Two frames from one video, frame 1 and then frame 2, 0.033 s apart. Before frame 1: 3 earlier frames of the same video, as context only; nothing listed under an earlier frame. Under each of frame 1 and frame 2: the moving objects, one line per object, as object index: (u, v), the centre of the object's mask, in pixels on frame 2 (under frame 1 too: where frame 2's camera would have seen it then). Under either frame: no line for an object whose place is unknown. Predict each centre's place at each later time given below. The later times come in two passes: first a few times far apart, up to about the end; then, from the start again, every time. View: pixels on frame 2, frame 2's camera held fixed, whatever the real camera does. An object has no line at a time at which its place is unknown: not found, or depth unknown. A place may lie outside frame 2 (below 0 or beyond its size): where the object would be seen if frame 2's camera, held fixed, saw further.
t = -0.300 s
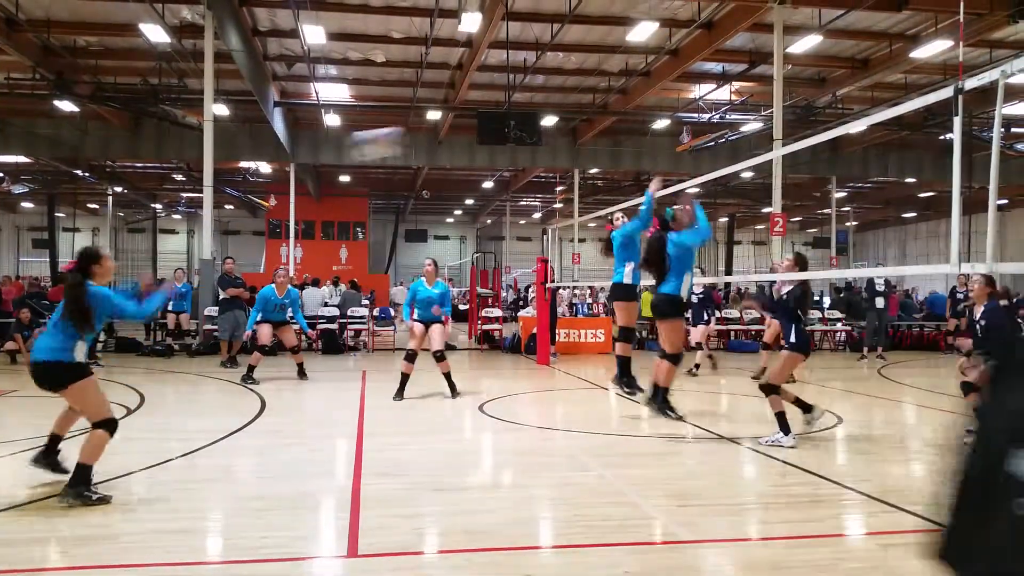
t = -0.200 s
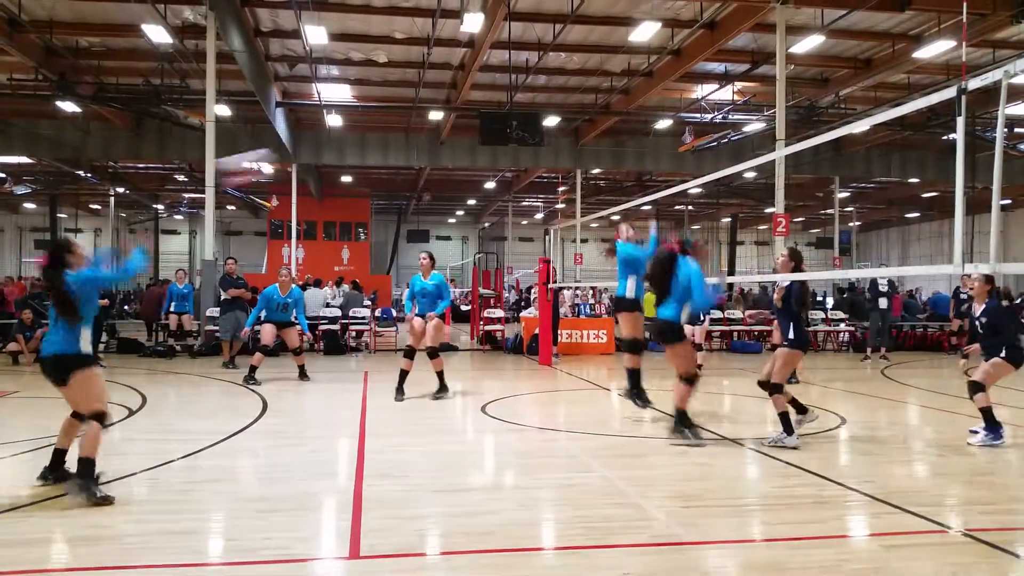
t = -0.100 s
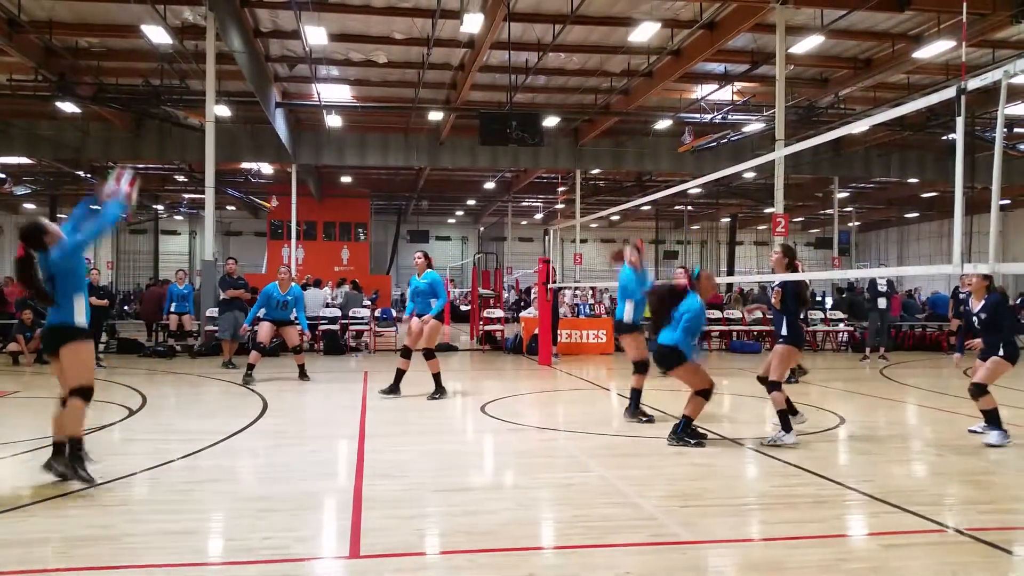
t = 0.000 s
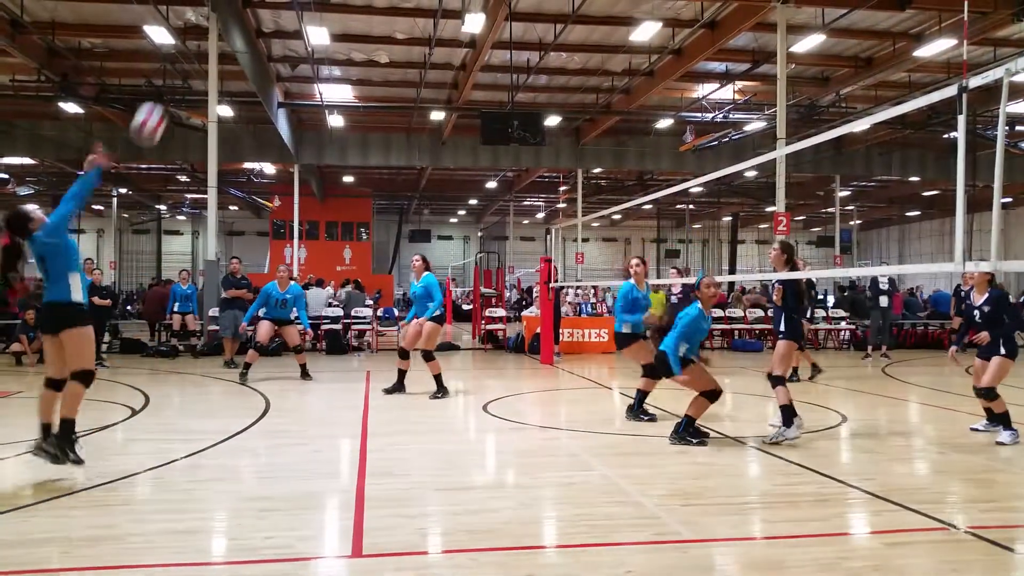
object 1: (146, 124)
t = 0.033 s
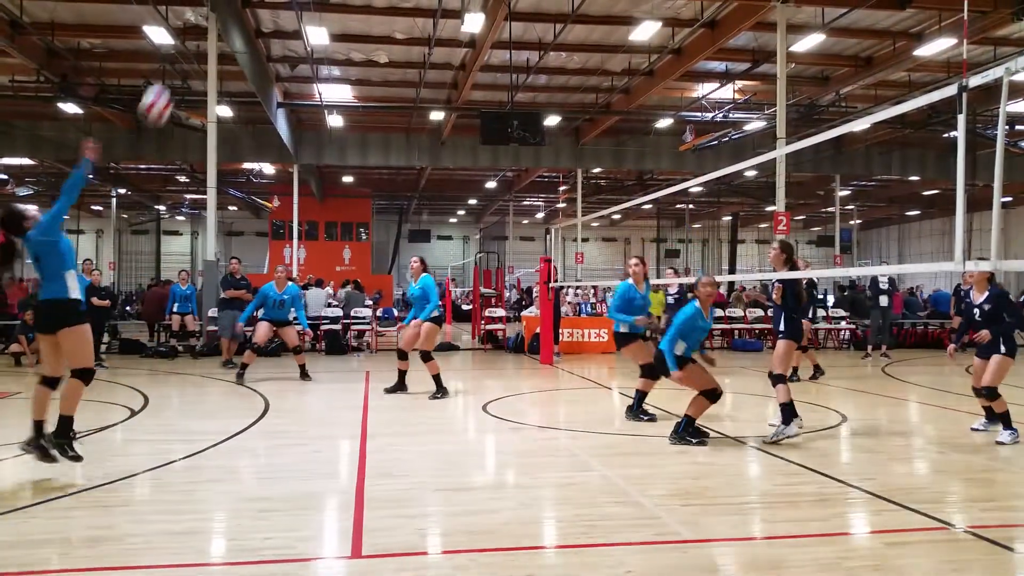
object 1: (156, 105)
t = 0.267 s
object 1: (204, 26)
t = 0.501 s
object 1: (245, 24)
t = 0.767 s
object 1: (282, 87)
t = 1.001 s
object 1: (310, 197)
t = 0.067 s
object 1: (164, 88)
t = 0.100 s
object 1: (172, 74)
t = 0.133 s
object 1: (179, 62)
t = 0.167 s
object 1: (186, 50)
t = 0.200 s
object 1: (192, 41)
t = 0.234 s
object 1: (198, 33)
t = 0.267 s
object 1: (204, 26)
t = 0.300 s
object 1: (211, 22)
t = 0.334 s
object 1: (217, 19)
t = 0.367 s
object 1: (223, 17)
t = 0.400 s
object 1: (229, 17)
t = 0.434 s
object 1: (234, 18)
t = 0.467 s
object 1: (240, 20)
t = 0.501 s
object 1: (245, 24)
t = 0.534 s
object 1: (250, 29)
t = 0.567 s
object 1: (255, 34)
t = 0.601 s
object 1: (259, 40)
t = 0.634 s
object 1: (264, 48)
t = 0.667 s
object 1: (270, 57)
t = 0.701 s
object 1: (274, 66)
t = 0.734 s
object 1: (279, 78)
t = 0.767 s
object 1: (282, 87)
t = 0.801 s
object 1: (288, 101)
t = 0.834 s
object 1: (293, 117)
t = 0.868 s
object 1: (296, 131)
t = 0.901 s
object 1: (300, 145)
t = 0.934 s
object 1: (302, 159)
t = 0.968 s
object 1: (306, 177)
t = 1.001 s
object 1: (310, 197)
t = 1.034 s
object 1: (313, 213)
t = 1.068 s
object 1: (316, 233)
